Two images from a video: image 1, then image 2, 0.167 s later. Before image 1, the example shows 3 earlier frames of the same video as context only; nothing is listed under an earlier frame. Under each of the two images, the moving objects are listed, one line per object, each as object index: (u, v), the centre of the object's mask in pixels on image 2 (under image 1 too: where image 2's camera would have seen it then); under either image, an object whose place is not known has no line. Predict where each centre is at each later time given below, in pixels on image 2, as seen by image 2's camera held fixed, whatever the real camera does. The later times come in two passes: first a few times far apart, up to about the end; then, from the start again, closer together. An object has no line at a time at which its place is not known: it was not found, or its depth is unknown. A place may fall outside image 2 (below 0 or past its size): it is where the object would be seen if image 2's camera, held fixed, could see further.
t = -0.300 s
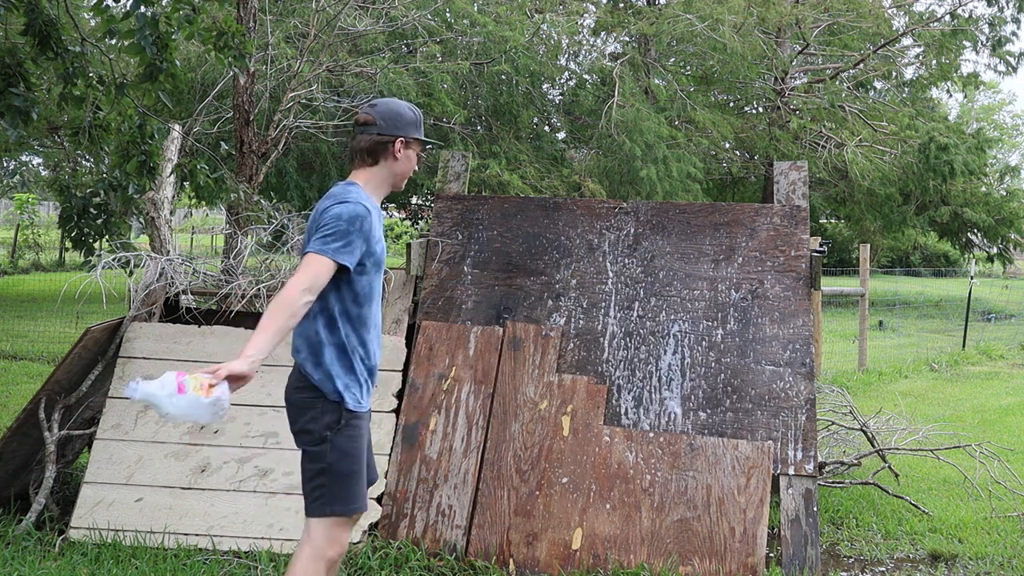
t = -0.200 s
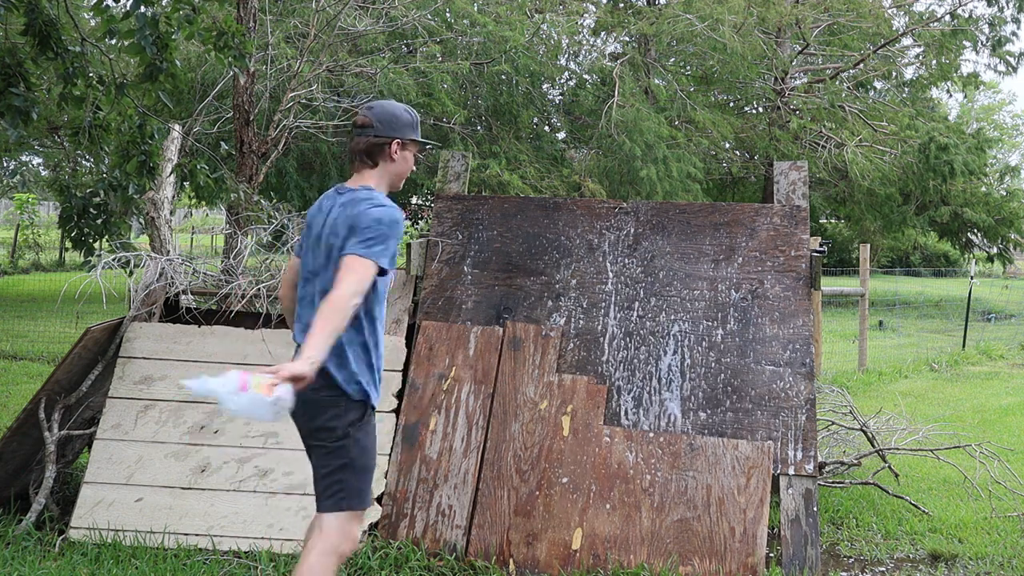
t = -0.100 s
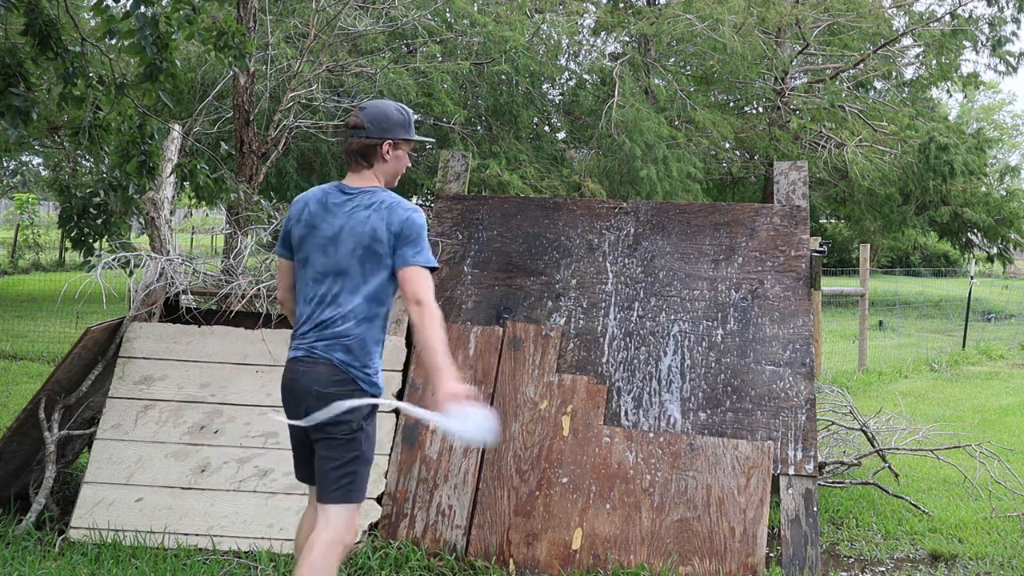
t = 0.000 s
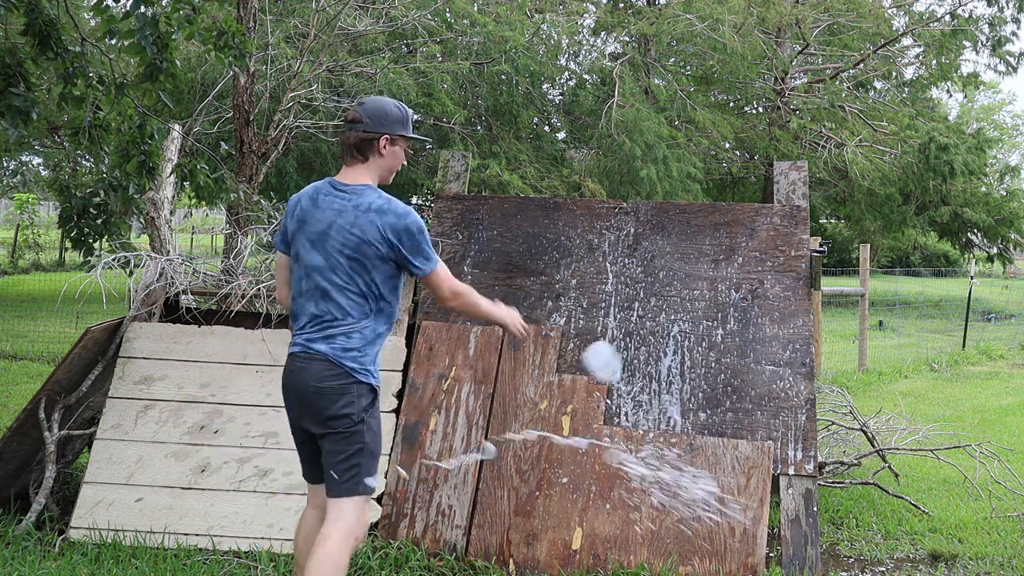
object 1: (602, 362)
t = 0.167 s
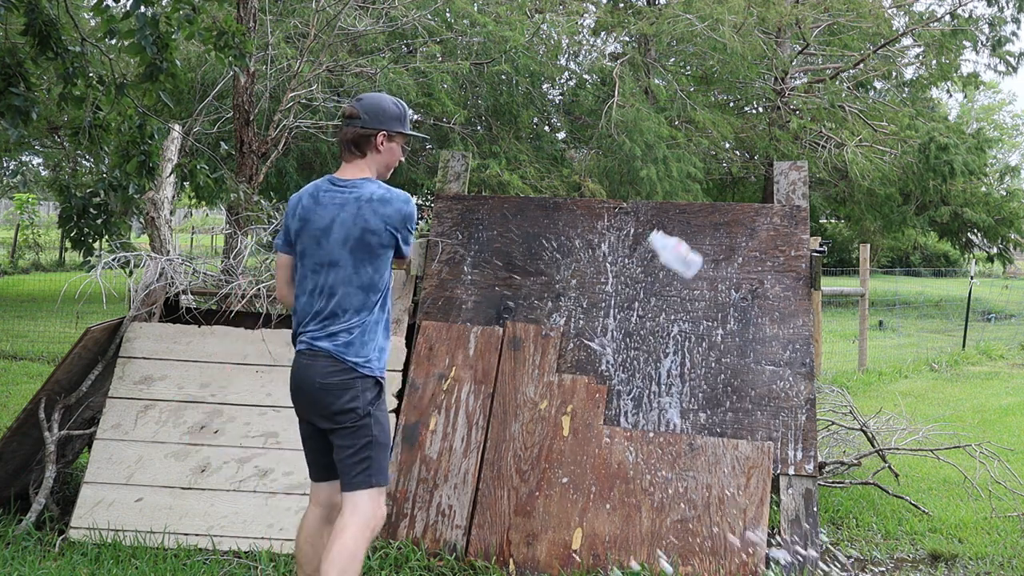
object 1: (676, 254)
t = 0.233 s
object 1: (702, 213)
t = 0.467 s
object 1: (797, 145)
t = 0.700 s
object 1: (892, 212)
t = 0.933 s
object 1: (987, 411)
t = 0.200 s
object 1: (689, 232)
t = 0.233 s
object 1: (702, 213)
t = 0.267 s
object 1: (715, 196)
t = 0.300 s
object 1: (728, 181)
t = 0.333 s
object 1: (743, 168)
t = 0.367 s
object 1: (756, 158)
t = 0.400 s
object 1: (770, 150)
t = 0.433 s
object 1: (783, 146)
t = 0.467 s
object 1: (797, 145)
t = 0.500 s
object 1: (810, 146)
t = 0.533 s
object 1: (823, 151)
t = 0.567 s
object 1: (837, 158)
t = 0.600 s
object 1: (850, 167)
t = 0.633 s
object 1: (863, 180)
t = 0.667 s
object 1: (878, 195)
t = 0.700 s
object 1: (892, 212)
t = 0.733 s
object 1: (906, 232)
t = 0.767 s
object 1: (919, 255)
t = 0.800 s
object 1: (933, 280)
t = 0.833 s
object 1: (945, 308)
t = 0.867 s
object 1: (960, 341)
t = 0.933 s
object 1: (987, 411)
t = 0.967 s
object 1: (997, 451)
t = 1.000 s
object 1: (1006, 490)
